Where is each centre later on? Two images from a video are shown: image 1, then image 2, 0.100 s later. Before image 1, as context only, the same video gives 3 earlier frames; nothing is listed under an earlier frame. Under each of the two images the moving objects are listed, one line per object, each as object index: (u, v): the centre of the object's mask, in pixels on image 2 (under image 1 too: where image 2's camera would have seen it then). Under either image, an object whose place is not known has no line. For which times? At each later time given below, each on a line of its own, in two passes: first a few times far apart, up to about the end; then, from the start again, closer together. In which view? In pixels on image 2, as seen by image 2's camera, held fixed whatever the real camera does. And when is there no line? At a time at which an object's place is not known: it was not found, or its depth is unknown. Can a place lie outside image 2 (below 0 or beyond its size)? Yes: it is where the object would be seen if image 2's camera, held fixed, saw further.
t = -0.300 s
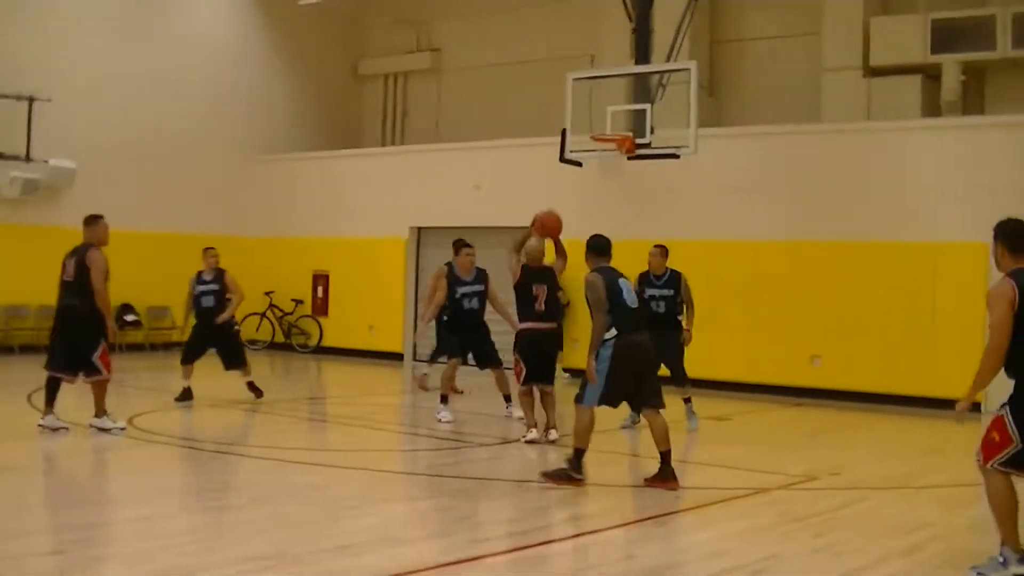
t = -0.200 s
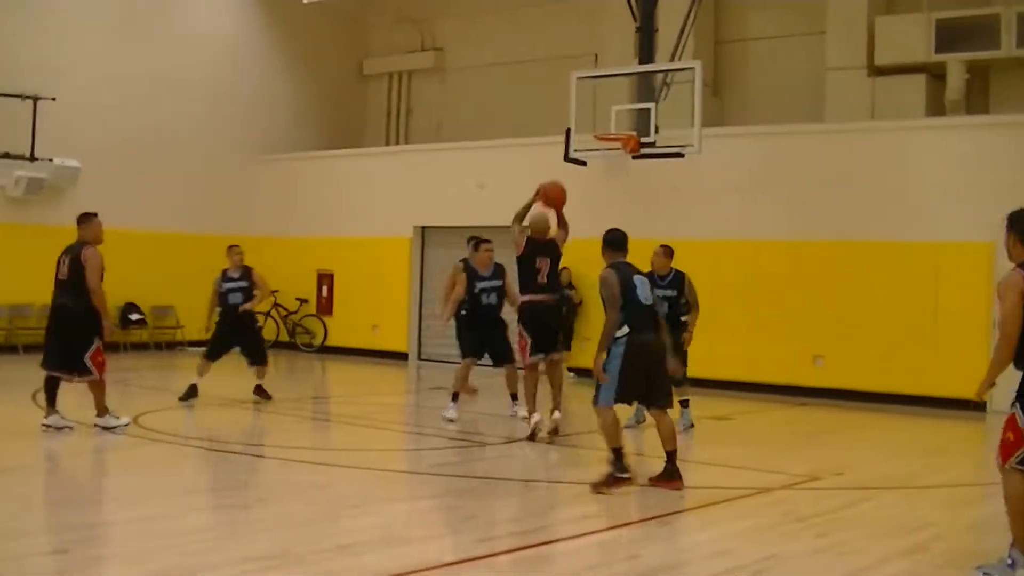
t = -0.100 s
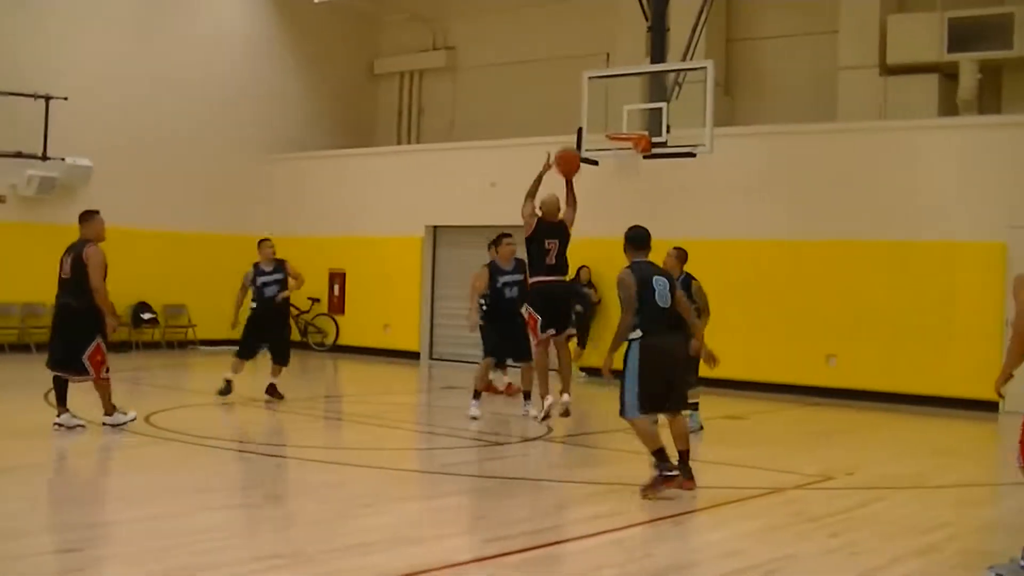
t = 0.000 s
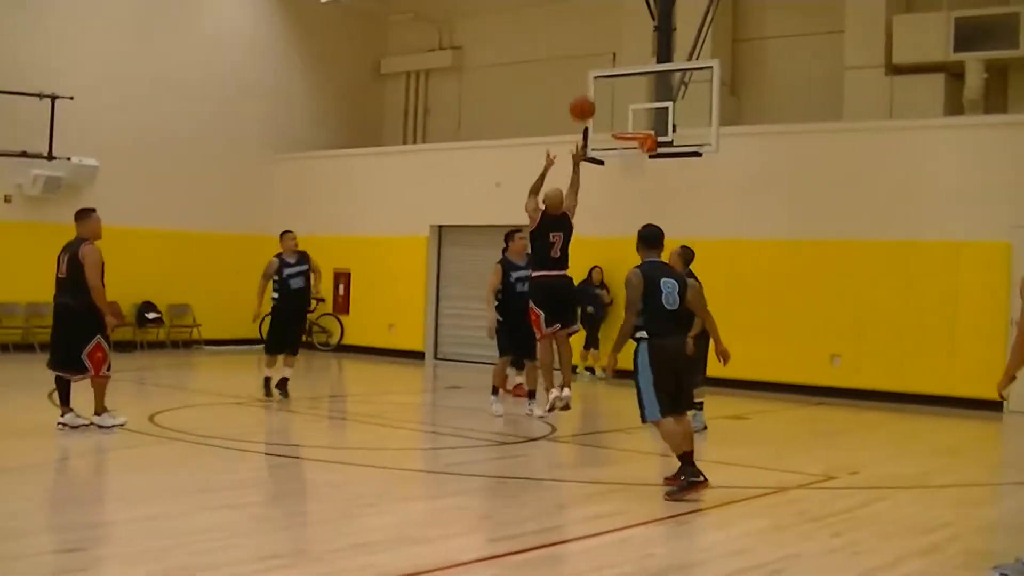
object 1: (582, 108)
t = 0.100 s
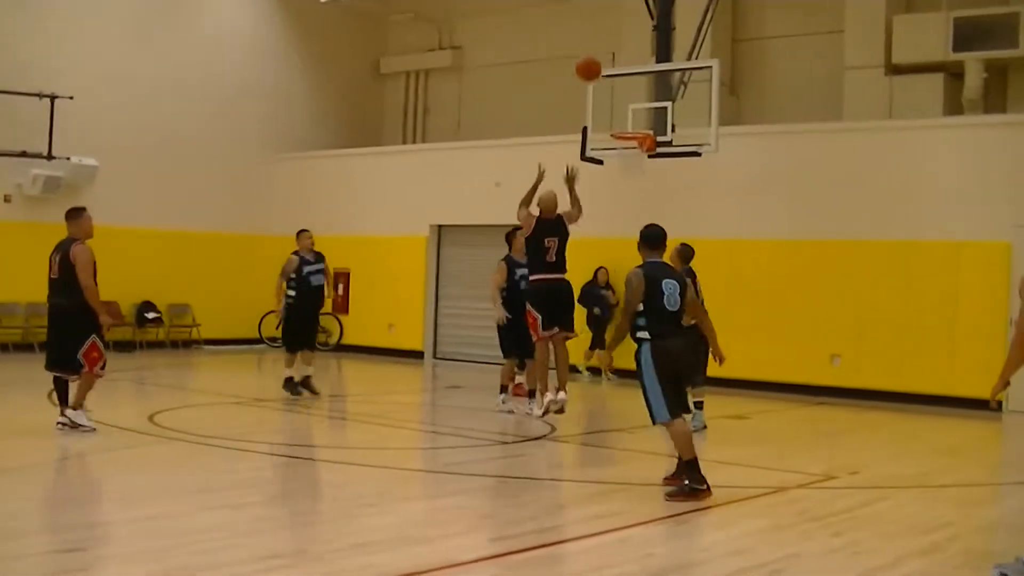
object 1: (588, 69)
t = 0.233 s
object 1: (597, 37)
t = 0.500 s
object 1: (611, 30)
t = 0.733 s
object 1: (618, 73)
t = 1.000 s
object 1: (613, 121)
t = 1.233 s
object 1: (573, 121)
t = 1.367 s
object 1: (548, 141)
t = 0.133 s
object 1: (591, 59)
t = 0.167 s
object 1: (593, 51)
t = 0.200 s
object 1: (594, 44)
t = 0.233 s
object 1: (597, 37)
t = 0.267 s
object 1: (599, 33)
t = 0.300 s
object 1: (601, 29)
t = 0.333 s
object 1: (603, 27)
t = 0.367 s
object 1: (604, 26)
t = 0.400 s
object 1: (606, 25)
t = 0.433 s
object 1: (608, 25)
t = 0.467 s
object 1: (609, 27)
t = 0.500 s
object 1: (611, 30)
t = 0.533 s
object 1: (612, 33)
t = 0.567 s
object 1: (613, 38)
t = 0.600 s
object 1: (613, 43)
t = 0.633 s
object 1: (615, 49)
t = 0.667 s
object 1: (616, 56)
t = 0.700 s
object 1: (617, 64)
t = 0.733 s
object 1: (618, 73)
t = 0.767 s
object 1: (619, 82)
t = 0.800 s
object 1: (620, 93)
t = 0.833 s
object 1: (621, 103)
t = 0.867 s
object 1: (621, 115)
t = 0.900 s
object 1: (621, 125)
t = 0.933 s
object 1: (621, 125)
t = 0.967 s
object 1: (619, 125)
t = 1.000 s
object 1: (613, 121)
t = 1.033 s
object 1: (608, 118)
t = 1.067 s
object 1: (602, 116)
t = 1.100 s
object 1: (596, 116)
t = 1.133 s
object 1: (590, 116)
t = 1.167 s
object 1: (585, 116)
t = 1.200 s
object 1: (579, 118)
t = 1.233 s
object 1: (573, 121)
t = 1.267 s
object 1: (567, 125)
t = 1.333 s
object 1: (555, 135)
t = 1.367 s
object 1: (548, 141)
